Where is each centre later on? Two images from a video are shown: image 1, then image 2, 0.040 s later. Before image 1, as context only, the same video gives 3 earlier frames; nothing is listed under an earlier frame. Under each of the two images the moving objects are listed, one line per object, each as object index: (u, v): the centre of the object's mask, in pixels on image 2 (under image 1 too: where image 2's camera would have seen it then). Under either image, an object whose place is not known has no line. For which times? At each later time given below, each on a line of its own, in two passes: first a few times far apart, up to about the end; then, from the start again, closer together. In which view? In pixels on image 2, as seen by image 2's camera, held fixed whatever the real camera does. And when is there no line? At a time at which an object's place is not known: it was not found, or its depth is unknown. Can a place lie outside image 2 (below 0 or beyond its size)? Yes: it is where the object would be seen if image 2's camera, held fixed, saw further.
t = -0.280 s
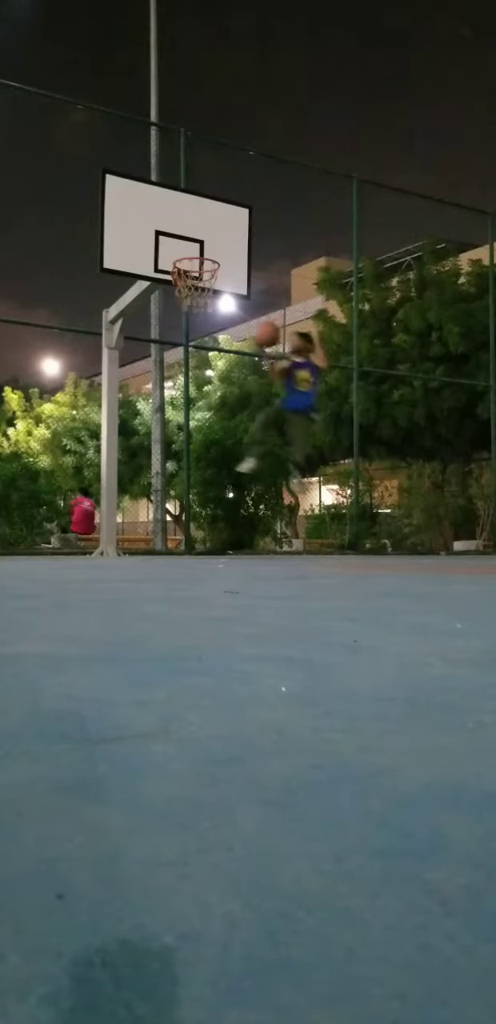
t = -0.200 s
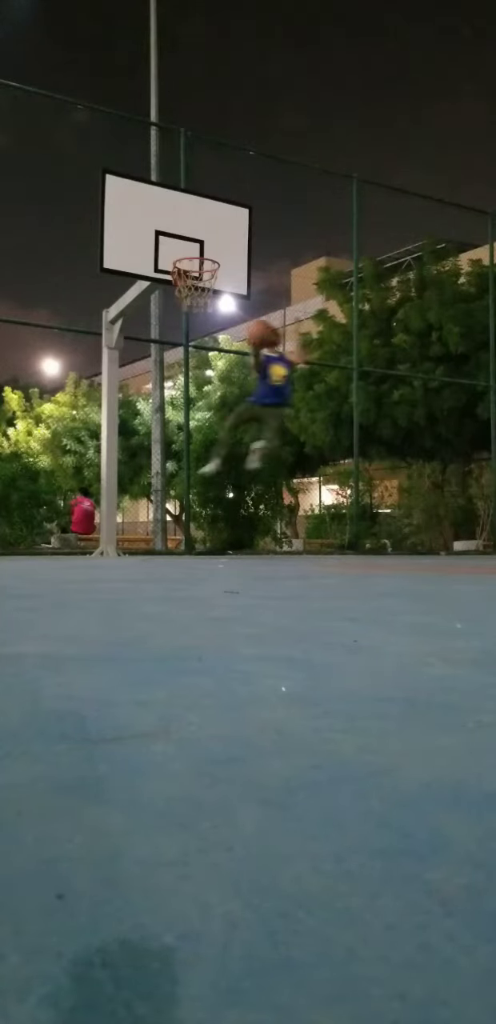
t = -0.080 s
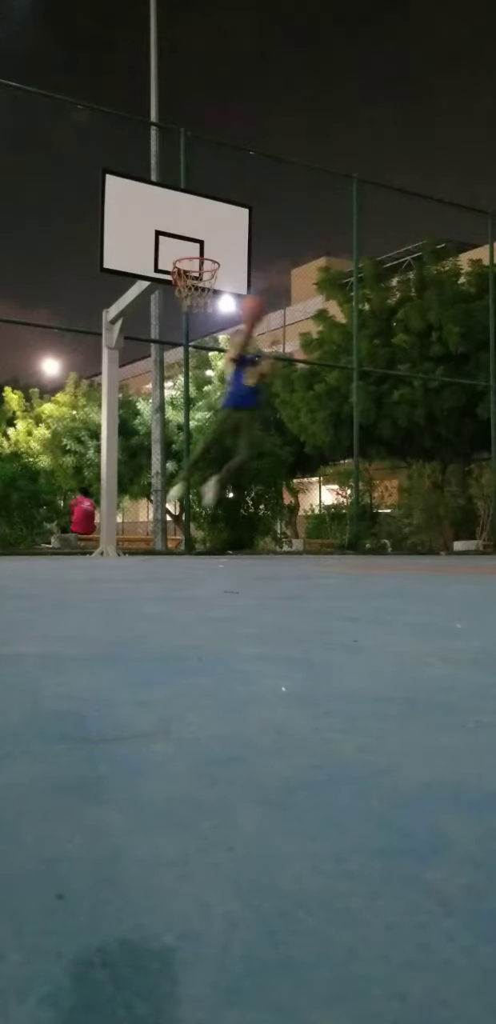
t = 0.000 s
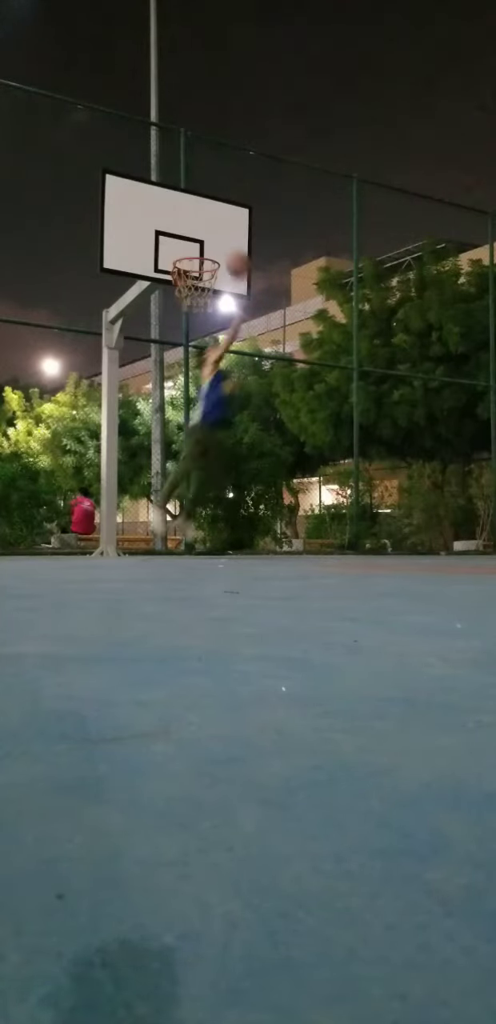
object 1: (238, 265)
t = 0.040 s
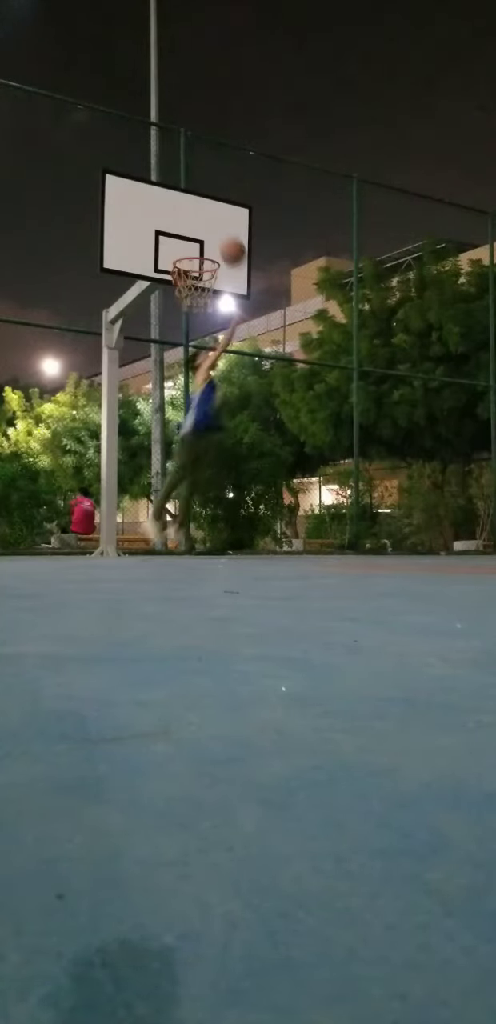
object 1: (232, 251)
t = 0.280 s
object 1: (195, 202)
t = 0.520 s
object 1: (162, 211)
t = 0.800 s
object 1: (180, 241)
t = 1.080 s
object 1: (184, 258)
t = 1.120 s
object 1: (184, 267)
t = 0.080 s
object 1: (227, 240)
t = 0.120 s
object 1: (221, 230)
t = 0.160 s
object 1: (216, 222)
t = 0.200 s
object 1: (205, 210)
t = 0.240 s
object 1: (200, 205)
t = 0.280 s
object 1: (195, 202)
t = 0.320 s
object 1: (190, 200)
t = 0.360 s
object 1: (181, 199)
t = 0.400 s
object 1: (176, 201)
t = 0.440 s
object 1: (171, 203)
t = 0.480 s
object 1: (167, 206)
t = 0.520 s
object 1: (162, 211)
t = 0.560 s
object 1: (155, 221)
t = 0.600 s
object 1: (160, 224)
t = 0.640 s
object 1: (164, 228)
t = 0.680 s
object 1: (169, 233)
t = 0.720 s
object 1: (173, 240)
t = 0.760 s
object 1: (179, 243)
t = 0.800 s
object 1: (180, 241)
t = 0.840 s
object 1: (180, 239)
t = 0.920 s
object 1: (181, 239)
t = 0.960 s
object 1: (182, 243)
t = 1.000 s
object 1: (183, 246)
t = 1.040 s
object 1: (184, 252)
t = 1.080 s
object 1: (184, 258)
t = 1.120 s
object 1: (184, 267)
